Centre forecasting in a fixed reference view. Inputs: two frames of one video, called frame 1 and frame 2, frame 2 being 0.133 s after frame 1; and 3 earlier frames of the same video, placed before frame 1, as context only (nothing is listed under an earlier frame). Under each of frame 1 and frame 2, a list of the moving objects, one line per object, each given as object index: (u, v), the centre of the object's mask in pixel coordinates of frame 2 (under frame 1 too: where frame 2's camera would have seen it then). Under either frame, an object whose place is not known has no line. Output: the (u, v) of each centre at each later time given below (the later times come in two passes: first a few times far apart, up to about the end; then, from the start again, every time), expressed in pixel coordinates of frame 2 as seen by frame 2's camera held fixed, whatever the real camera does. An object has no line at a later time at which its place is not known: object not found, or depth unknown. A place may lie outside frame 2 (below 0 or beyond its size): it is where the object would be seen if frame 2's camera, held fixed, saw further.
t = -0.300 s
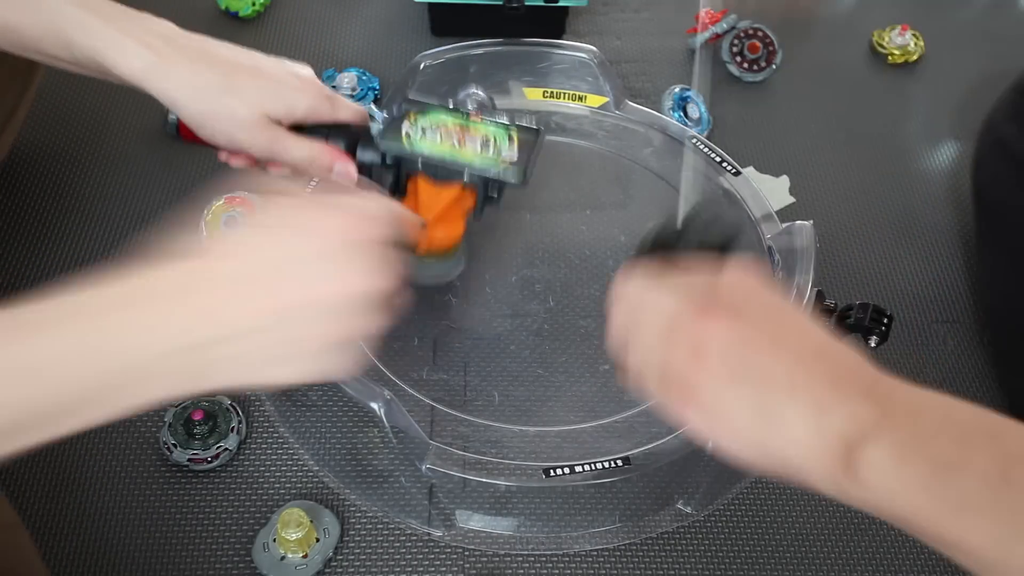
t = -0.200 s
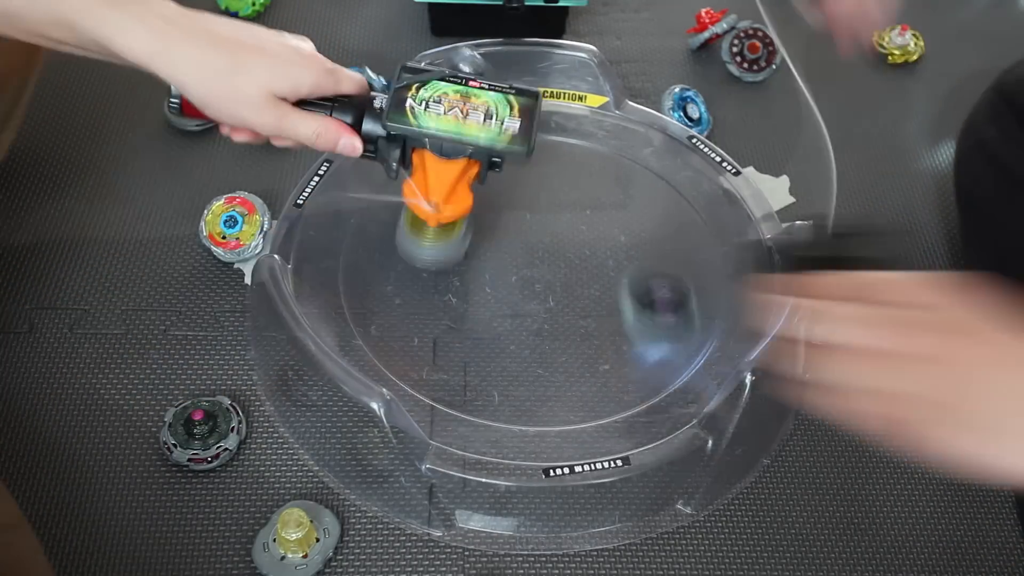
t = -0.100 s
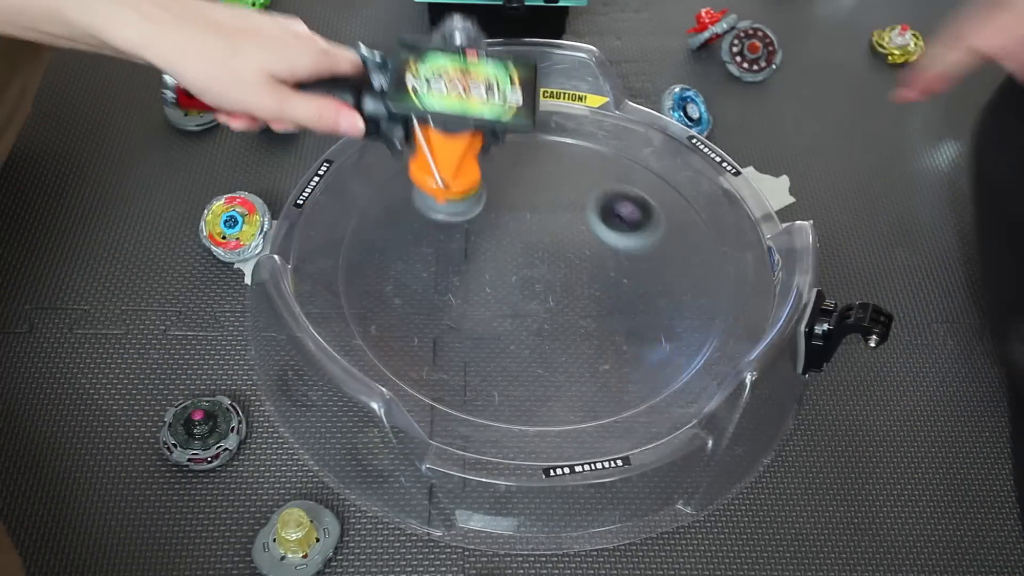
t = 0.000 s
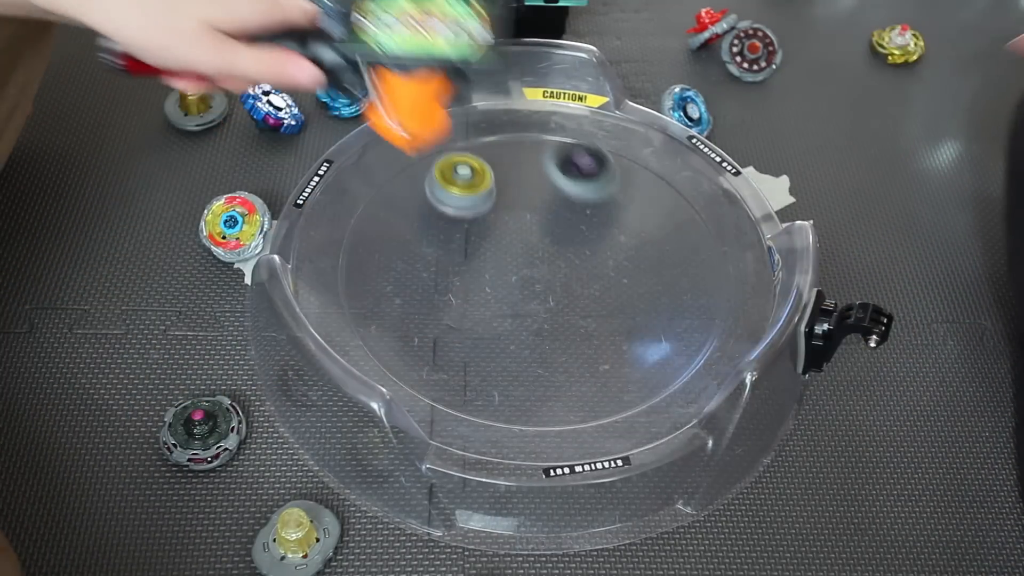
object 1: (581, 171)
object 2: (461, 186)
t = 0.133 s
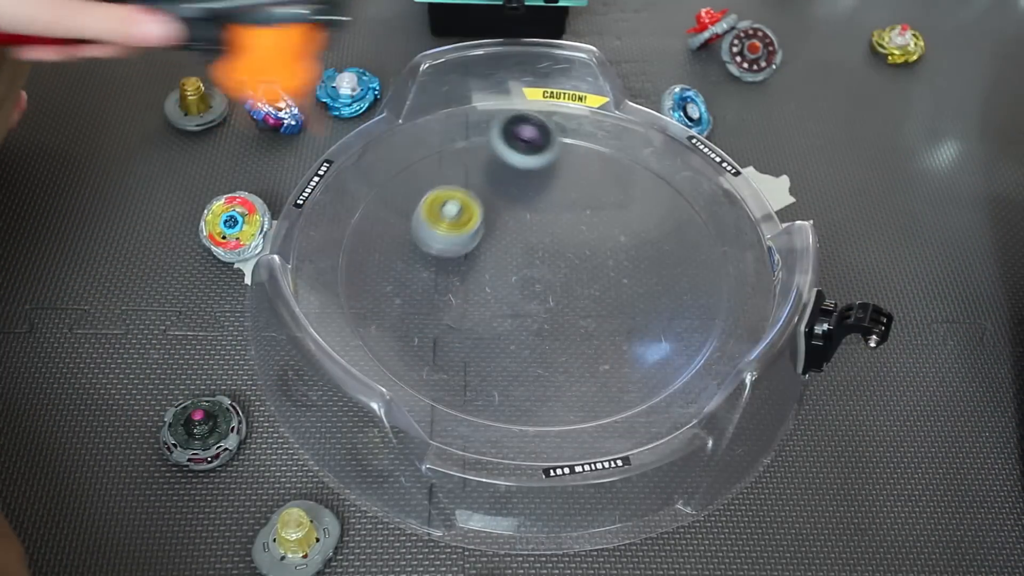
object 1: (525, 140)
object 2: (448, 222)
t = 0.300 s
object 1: (489, 154)
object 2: (447, 276)
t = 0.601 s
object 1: (492, 229)
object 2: (579, 239)
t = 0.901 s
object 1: (561, 257)
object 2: (462, 172)
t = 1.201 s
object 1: (600, 243)
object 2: (508, 313)
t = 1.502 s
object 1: (575, 230)
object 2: (673, 234)
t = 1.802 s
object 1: (547, 273)
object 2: (551, 153)
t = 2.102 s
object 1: (563, 311)
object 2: (474, 307)
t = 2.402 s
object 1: (629, 286)
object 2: (655, 348)
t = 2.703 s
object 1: (577, 265)
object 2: (671, 203)
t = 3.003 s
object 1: (512, 281)
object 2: (460, 212)
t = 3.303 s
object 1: (531, 310)
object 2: (481, 372)
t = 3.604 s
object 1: (540, 294)
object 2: (669, 325)
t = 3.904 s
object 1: (517, 274)
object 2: (537, 199)
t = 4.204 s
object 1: (489, 267)
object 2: (404, 304)
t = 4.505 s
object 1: (500, 272)
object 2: (577, 361)
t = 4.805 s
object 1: (521, 259)
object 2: (578, 217)
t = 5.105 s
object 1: (524, 247)
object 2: (410, 228)
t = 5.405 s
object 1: (528, 249)
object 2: (489, 338)
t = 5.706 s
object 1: (532, 255)
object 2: (615, 258)
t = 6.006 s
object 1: (532, 269)
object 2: (491, 183)
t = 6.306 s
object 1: (554, 279)
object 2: (447, 280)
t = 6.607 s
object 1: (663, 167)
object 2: (477, 388)
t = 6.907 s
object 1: (641, 140)
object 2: (660, 336)
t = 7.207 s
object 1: (473, 128)
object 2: (690, 245)
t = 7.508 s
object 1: (310, 229)
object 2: (644, 226)
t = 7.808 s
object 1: (467, 308)
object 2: (534, 266)
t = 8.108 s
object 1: (530, 343)
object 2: (562, 295)
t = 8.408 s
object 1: (548, 348)
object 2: (559, 257)
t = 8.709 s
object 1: (562, 347)
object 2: (502, 242)
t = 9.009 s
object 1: (578, 334)
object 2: (449, 265)
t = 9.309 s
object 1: (570, 292)
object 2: (489, 296)
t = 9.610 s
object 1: (606, 244)
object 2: (482, 300)
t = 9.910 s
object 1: (579, 216)
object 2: (503, 273)
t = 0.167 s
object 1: (514, 140)
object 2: (440, 231)
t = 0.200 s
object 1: (505, 142)
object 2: (435, 242)
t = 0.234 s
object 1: (498, 146)
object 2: (434, 253)
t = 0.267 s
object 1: (493, 150)
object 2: (438, 265)
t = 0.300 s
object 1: (489, 154)
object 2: (447, 276)
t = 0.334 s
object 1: (485, 162)
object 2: (462, 286)
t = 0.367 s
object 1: (482, 169)
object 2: (479, 292)
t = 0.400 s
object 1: (480, 176)
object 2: (497, 295)
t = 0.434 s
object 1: (479, 185)
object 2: (518, 294)
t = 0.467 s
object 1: (479, 195)
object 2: (538, 288)
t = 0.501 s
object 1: (480, 203)
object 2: (554, 279)
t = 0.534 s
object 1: (483, 213)
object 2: (567, 268)
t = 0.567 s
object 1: (487, 222)
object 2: (575, 254)
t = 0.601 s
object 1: (492, 229)
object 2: (579, 239)
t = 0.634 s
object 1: (498, 235)
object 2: (578, 223)
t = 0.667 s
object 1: (505, 240)
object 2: (573, 208)
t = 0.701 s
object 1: (513, 245)
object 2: (564, 193)
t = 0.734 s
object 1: (521, 248)
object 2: (551, 181)
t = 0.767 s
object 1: (529, 251)
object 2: (535, 172)
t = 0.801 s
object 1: (537, 254)
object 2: (518, 166)
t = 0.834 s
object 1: (545, 256)
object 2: (499, 164)
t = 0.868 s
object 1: (553, 257)
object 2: (479, 166)
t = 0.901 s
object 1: (561, 257)
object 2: (462, 172)
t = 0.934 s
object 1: (568, 256)
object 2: (448, 183)
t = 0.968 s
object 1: (575, 255)
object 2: (436, 197)
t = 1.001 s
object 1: (581, 254)
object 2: (429, 215)
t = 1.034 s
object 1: (585, 253)
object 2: (428, 234)
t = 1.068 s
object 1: (590, 251)
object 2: (432, 254)
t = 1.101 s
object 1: (593, 249)
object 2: (442, 272)
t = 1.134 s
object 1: (596, 247)
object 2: (461, 290)
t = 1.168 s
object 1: (598, 245)
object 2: (481, 303)
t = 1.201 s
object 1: (600, 243)
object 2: (508, 313)
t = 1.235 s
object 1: (600, 242)
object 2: (536, 318)
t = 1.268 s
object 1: (601, 241)
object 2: (564, 318)
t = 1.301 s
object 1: (600, 241)
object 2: (591, 313)
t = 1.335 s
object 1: (598, 240)
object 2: (614, 304)
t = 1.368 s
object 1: (596, 238)
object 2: (635, 293)
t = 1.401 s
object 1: (590, 232)
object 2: (653, 282)
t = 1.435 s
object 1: (586, 229)
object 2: (665, 268)
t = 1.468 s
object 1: (581, 228)
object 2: (672, 251)
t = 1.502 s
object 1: (575, 230)
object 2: (673, 234)
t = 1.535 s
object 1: (570, 233)
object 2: (670, 216)
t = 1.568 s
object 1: (566, 236)
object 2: (664, 198)
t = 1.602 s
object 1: (561, 241)
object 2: (654, 184)
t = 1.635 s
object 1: (557, 246)
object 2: (642, 172)
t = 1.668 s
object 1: (554, 251)
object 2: (627, 163)
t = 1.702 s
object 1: (551, 257)
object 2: (610, 156)
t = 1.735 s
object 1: (549, 262)
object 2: (592, 152)
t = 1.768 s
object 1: (548, 268)
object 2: (572, 151)
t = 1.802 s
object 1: (547, 273)
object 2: (551, 153)
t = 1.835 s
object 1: (547, 279)
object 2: (530, 159)
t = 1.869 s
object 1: (547, 285)
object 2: (508, 169)
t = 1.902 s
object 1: (549, 289)
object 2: (489, 182)
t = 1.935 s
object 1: (551, 294)
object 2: (474, 199)
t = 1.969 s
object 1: (553, 298)
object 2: (462, 219)
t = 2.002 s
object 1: (555, 302)
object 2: (456, 241)
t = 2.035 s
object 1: (558, 306)
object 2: (456, 264)
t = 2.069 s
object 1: (560, 309)
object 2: (462, 287)
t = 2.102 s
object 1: (563, 311)
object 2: (474, 307)
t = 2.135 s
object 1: (570, 312)
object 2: (491, 326)
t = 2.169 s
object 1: (592, 313)
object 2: (498, 341)
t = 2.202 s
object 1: (609, 311)
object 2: (510, 353)
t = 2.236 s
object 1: (620, 309)
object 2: (529, 362)
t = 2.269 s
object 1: (627, 305)
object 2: (551, 368)
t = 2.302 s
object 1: (631, 301)
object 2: (577, 370)
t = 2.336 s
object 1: (632, 296)
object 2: (606, 368)
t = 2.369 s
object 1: (632, 291)
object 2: (632, 360)
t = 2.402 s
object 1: (629, 286)
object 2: (655, 348)
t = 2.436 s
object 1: (626, 283)
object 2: (676, 334)
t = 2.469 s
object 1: (621, 279)
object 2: (692, 318)
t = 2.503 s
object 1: (617, 276)
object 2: (702, 300)
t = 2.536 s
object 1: (612, 273)
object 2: (708, 282)
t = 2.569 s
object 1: (606, 271)
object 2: (708, 264)
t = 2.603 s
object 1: (599, 269)
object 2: (705, 247)
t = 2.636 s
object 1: (592, 267)
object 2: (698, 231)
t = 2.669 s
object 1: (585, 266)
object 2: (687, 216)
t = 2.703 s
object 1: (577, 265)
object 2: (671, 203)
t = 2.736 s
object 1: (569, 265)
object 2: (654, 192)
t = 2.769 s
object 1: (561, 266)
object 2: (632, 183)
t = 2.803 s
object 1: (553, 267)
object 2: (609, 178)
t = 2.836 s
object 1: (545, 268)
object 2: (583, 175)
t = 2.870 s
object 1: (537, 271)
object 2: (556, 174)
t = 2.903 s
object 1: (529, 273)
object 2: (529, 178)
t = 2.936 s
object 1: (523, 275)
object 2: (503, 185)
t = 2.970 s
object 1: (517, 278)
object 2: (479, 197)
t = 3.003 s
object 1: (512, 281)
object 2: (460, 212)
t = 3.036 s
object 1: (507, 284)
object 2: (445, 230)
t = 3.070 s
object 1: (502, 287)
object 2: (435, 250)
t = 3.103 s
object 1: (503, 292)
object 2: (427, 269)
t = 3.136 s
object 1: (512, 300)
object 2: (419, 286)
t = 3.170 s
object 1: (517, 305)
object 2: (419, 304)
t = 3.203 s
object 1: (522, 308)
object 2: (425, 324)
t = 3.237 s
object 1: (525, 309)
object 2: (439, 343)
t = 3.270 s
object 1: (528, 310)
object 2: (459, 359)
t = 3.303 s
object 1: (531, 310)
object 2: (481, 372)
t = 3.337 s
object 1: (533, 310)
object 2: (509, 381)
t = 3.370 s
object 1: (535, 309)
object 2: (536, 387)
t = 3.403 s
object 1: (537, 308)
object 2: (563, 388)
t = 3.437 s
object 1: (539, 306)
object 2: (588, 385)
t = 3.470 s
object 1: (540, 304)
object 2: (611, 379)
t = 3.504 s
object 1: (541, 301)
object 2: (632, 369)
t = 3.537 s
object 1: (541, 299)
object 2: (648, 356)
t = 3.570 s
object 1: (540, 296)
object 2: (661, 341)
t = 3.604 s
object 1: (540, 294)
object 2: (669, 325)
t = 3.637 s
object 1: (538, 292)
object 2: (672, 306)
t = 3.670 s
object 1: (536, 290)
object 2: (671, 287)
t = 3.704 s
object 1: (534, 288)
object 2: (664, 268)
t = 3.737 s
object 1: (532, 286)
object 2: (653, 251)
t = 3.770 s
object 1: (529, 284)
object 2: (637, 235)
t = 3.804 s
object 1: (527, 282)
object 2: (616, 221)
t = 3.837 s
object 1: (524, 279)
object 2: (590, 210)
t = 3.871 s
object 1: (521, 277)
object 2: (563, 202)
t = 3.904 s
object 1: (517, 274)
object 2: (537, 199)
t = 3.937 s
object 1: (514, 272)
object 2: (508, 199)
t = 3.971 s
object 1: (510, 271)
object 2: (482, 202)
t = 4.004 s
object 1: (506, 270)
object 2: (460, 209)
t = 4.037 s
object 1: (503, 269)
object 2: (439, 220)
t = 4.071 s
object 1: (499, 268)
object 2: (423, 234)
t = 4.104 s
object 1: (496, 268)
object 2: (410, 249)
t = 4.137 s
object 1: (493, 267)
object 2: (403, 267)
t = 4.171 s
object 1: (491, 267)
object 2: (401, 286)
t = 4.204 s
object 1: (489, 267)
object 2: (404, 304)
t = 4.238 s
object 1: (487, 268)
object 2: (411, 321)
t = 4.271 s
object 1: (487, 269)
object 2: (424, 337)
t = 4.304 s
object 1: (488, 270)
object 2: (441, 351)
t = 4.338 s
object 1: (489, 271)
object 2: (459, 361)
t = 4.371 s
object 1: (491, 272)
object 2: (482, 368)
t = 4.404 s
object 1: (493, 273)
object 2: (506, 373)
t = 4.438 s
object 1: (496, 274)
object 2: (531, 373)
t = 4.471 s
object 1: (498, 273)
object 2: (555, 369)
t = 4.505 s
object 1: (500, 272)
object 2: (577, 361)
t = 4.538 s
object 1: (503, 272)
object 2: (596, 349)
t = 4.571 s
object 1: (505, 271)
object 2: (611, 335)
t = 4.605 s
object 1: (508, 270)
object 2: (622, 318)
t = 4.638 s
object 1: (511, 269)
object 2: (626, 300)
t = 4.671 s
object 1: (513, 267)
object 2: (626, 281)
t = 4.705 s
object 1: (515, 265)
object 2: (621, 263)
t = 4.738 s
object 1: (517, 264)
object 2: (611, 246)
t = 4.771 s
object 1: (519, 261)
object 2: (596, 230)
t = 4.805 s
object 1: (521, 259)
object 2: (578, 217)
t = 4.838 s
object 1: (522, 257)
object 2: (559, 205)
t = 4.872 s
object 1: (523, 254)
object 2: (538, 197)
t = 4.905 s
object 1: (523, 253)
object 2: (513, 192)
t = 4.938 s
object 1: (523, 252)
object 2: (491, 191)
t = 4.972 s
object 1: (524, 250)
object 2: (469, 192)
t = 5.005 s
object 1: (524, 249)
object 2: (450, 198)
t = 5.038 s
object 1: (524, 248)
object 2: (434, 205)
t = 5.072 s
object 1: (524, 247)
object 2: (420, 216)
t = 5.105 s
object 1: (524, 247)
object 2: (410, 228)
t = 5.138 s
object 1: (524, 246)
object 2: (403, 242)
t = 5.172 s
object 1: (525, 246)
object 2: (401, 257)
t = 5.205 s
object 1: (525, 246)
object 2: (402, 272)
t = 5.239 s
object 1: (526, 246)
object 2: (408, 287)
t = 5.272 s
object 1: (526, 246)
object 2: (417, 301)
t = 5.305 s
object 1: (527, 246)
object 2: (430, 314)
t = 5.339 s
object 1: (527, 247)
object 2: (448, 325)
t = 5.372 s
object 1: (528, 248)
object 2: (468, 334)
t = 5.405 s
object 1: (528, 249)
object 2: (489, 338)
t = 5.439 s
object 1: (529, 251)
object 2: (511, 340)
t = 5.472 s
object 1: (531, 252)
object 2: (534, 338)
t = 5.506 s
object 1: (532, 254)
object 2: (554, 333)
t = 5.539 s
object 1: (533, 256)
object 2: (573, 324)
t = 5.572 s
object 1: (535, 257)
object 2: (588, 313)
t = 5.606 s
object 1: (537, 259)
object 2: (599, 299)
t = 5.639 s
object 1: (537, 258)
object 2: (608, 285)
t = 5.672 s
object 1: (535, 256)
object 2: (614, 272)
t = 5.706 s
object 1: (532, 255)
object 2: (615, 258)
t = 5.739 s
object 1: (530, 255)
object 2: (612, 243)
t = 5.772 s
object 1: (531, 256)
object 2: (604, 229)
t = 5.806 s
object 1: (530, 257)
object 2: (593, 215)
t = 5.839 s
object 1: (530, 260)
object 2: (580, 203)
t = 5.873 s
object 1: (529, 262)
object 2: (563, 194)
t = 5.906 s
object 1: (528, 264)
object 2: (546, 187)
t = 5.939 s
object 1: (529, 265)
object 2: (527, 183)
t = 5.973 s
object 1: (530, 267)
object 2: (508, 182)
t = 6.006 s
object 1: (532, 269)
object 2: (491, 183)
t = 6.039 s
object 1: (534, 270)
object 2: (475, 188)
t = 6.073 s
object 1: (536, 272)
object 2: (461, 195)
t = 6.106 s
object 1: (537, 274)
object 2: (449, 204)
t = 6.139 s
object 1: (539, 276)
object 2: (441, 215)
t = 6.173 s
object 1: (542, 278)
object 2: (436, 228)
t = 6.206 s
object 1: (545, 279)
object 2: (433, 241)
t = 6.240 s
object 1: (549, 280)
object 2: (435, 254)
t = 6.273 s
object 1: (552, 279)
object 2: (439, 268)
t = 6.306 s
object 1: (554, 279)
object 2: (447, 280)
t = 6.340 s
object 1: (555, 277)
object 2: (457, 292)
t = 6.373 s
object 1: (555, 276)
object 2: (471, 302)
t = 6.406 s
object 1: (555, 275)
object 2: (486, 309)
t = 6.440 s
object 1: (555, 273)
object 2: (500, 315)
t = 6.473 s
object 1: (570, 262)
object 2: (499, 329)
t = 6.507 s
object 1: (602, 234)
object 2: (484, 349)
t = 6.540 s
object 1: (630, 207)
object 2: (475, 365)
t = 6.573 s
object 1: (650, 184)
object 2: (473, 377)
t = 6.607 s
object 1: (663, 167)
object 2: (477, 388)
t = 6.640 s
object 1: (669, 152)
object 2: (488, 395)
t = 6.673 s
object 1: (670, 147)
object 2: (507, 398)
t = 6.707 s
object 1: (669, 143)
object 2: (530, 398)
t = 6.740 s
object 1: (665, 140)
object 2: (555, 394)
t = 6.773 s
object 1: (661, 139)
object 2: (580, 388)
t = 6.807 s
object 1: (656, 139)
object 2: (604, 380)
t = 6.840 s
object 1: (651, 139)
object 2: (626, 368)
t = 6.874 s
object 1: (646, 139)
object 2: (645, 353)
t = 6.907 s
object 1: (641, 140)
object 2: (660, 336)
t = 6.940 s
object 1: (636, 143)
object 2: (671, 317)
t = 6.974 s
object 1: (629, 149)
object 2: (676, 296)
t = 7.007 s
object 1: (619, 155)
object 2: (676, 276)
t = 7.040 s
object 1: (610, 161)
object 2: (671, 255)
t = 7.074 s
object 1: (600, 169)
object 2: (662, 237)
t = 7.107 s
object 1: (592, 176)
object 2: (649, 220)
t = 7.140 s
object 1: (560, 168)
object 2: (658, 223)
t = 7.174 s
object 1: (512, 144)
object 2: (679, 235)
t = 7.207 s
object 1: (473, 128)
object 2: (690, 245)
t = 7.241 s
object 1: (440, 117)
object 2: (696, 251)
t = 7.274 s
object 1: (407, 125)
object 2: (696, 254)
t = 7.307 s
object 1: (377, 141)
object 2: (693, 254)
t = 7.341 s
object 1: (355, 150)
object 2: (688, 252)
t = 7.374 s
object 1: (334, 167)
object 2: (682, 248)
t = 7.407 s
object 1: (321, 181)
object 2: (674, 243)
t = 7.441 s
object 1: (311, 198)
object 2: (665, 237)
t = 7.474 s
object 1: (309, 215)
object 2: (655, 231)
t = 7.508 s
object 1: (310, 229)
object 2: (644, 226)
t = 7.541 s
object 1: (314, 239)
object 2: (630, 223)
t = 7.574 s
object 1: (329, 249)
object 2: (616, 222)
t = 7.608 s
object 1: (343, 259)
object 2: (601, 223)
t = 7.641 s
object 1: (361, 270)
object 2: (586, 227)
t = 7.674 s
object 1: (380, 279)
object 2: (572, 232)
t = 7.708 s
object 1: (400, 288)
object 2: (560, 239)
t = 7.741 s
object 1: (421, 296)
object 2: (549, 248)
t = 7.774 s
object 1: (446, 303)
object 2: (540, 257)
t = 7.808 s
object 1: (467, 308)
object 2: (534, 266)
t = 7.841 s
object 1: (485, 314)
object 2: (533, 271)
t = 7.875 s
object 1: (490, 327)
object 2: (539, 272)
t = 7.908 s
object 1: (494, 334)
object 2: (544, 273)
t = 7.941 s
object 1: (500, 339)
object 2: (546, 277)
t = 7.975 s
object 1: (506, 341)
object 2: (548, 282)
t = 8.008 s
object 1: (513, 343)
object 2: (549, 286)
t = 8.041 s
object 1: (519, 343)
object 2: (552, 290)
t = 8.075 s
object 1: (525, 344)
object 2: (557, 292)
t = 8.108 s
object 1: (530, 343)
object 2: (562, 295)
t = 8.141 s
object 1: (532, 346)
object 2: (570, 293)
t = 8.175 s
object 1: (530, 352)
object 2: (576, 289)
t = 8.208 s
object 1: (531, 355)
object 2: (581, 283)
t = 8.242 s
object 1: (534, 356)
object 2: (583, 276)
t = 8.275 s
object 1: (537, 356)
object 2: (581, 271)
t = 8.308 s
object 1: (540, 355)
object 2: (577, 266)
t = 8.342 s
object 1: (543, 353)
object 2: (572, 262)
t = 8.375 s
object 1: (545, 351)
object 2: (566, 259)
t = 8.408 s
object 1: (548, 348)
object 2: (559, 257)
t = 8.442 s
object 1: (549, 344)
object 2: (551, 256)
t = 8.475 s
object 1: (550, 340)
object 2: (545, 257)
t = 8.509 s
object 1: (551, 335)
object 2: (538, 258)
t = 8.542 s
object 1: (551, 330)
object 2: (532, 261)
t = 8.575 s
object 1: (551, 325)
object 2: (527, 264)
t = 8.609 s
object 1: (550, 321)
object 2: (523, 266)
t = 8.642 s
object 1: (549, 318)
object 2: (518, 268)
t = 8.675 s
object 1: (555, 331)
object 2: (510, 256)
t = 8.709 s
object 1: (562, 347)
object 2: (502, 242)
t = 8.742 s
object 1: (566, 355)
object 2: (494, 233)
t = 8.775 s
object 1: (570, 358)
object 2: (486, 230)
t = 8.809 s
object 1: (573, 358)
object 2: (477, 231)
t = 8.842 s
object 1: (575, 355)
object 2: (469, 234)
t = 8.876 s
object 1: (577, 352)
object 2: (462, 239)
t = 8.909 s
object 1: (578, 348)
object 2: (457, 245)
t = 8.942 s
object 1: (579, 343)
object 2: (452, 251)
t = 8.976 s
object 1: (579, 339)
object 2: (450, 258)
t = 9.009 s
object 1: (578, 334)
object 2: (449, 265)
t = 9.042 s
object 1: (577, 329)
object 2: (450, 272)
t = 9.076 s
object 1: (576, 324)
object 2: (453, 279)
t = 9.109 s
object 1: (573, 319)
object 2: (457, 284)
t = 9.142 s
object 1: (571, 314)
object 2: (463, 289)
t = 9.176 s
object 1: (568, 309)
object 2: (469, 292)
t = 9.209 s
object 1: (565, 304)
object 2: (476, 295)
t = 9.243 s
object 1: (562, 300)
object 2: (484, 297)
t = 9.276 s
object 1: (565, 296)
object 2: (487, 297)
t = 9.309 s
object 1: (570, 292)
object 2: (489, 296)
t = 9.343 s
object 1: (571, 287)
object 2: (493, 296)
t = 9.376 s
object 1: (575, 283)
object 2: (492, 296)
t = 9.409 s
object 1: (593, 276)
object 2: (483, 295)
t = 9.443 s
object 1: (605, 270)
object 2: (478, 295)
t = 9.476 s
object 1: (611, 264)
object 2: (477, 296)
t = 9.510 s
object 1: (613, 259)
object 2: (477, 297)
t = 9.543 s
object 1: (611, 254)
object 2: (478, 299)
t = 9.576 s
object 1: (609, 249)
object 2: (479, 300)
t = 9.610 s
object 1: (606, 244)
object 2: (482, 300)
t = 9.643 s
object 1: (603, 240)
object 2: (485, 300)
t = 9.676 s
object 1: (600, 236)
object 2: (489, 299)
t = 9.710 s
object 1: (597, 231)
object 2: (492, 297)
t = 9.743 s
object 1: (594, 228)
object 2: (496, 294)
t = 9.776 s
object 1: (591, 225)
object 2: (499, 291)
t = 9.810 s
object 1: (588, 222)
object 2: (502, 287)
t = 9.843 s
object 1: (586, 220)
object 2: (503, 282)
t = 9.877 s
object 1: (582, 218)
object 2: (503, 278)
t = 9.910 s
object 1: (579, 216)
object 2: (503, 273)
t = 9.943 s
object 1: (577, 214)
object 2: (502, 270)
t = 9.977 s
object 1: (574, 213)
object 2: (501, 266)
